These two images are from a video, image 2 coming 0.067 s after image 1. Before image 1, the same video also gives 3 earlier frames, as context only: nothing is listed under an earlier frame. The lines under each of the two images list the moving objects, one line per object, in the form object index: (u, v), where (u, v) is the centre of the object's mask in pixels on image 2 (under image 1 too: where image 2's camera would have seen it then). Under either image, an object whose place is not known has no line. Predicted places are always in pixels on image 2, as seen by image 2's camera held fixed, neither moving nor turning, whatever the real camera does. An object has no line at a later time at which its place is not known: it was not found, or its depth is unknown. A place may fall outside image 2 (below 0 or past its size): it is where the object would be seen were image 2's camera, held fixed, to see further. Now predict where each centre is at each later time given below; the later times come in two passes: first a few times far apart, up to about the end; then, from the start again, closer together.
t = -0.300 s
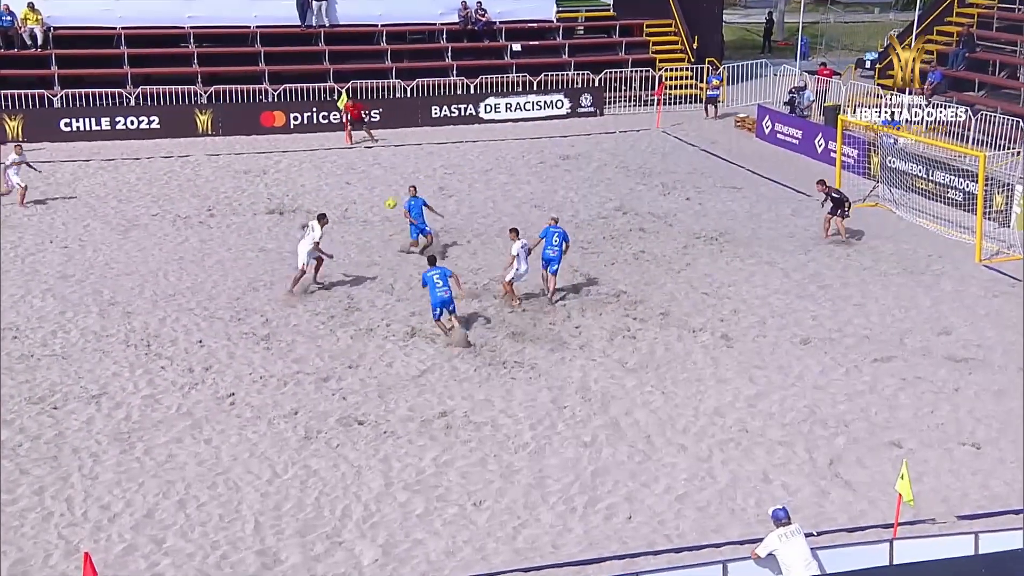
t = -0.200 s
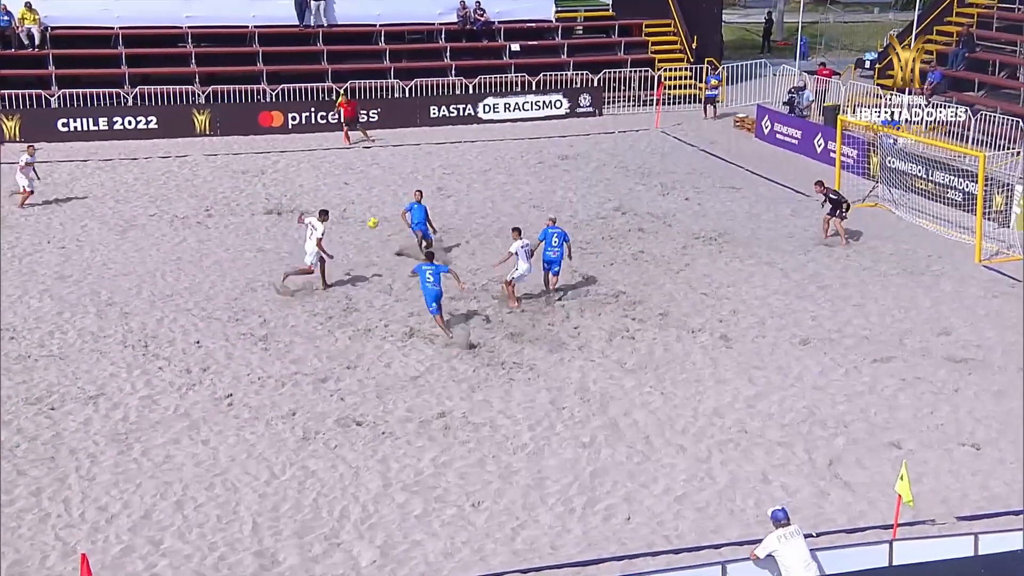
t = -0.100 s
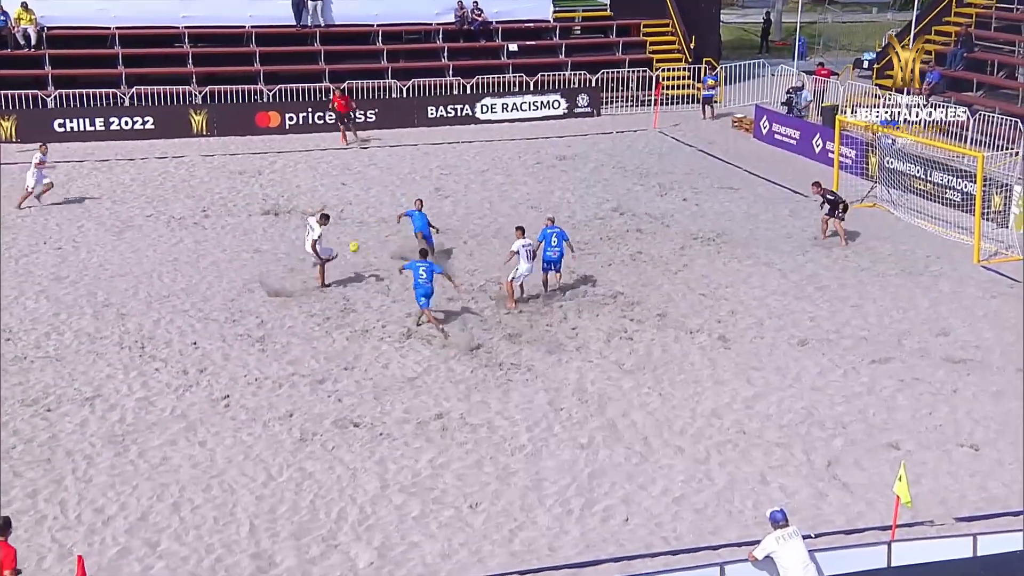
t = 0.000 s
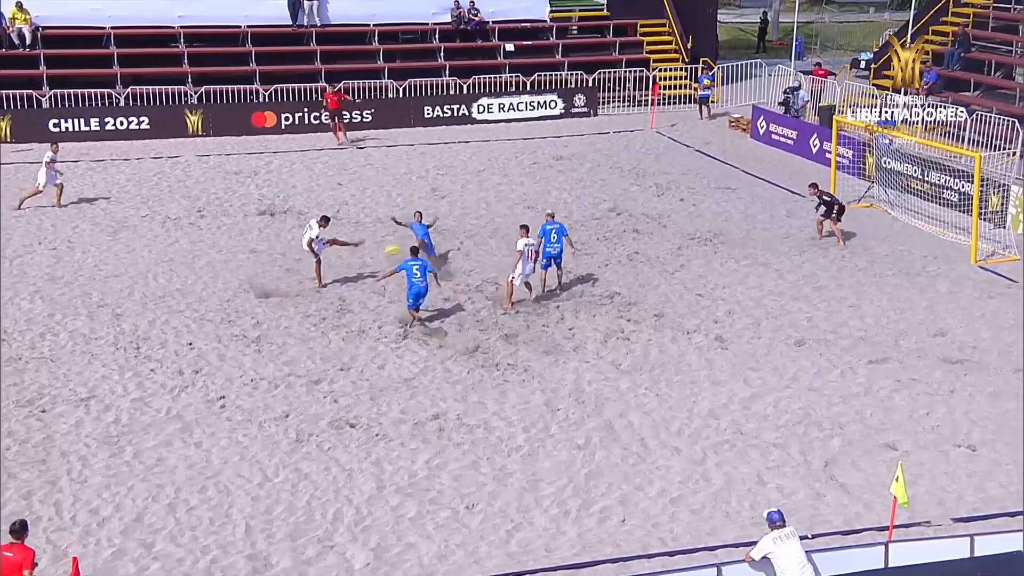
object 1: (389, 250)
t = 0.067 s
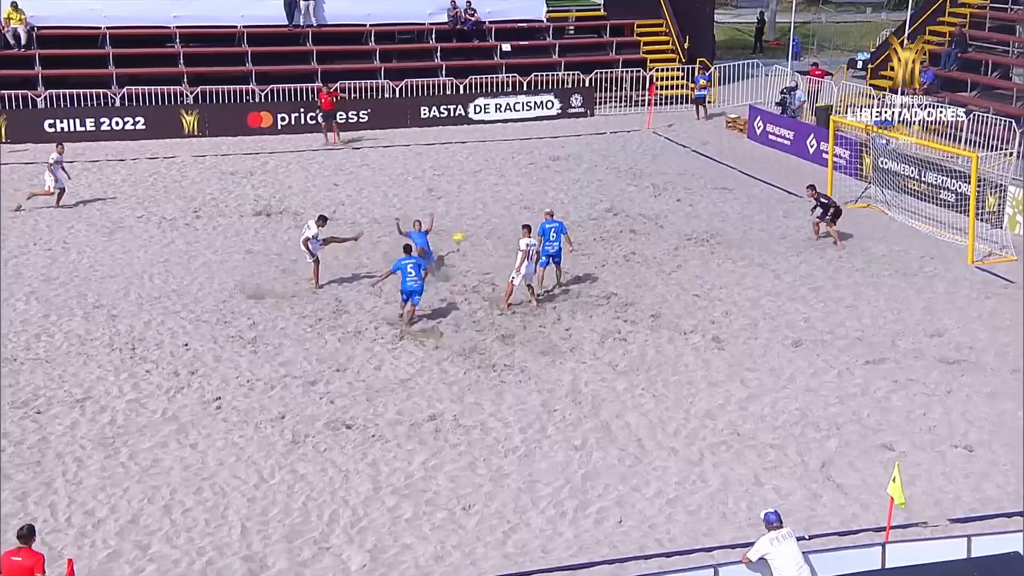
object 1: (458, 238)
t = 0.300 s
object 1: (683, 224)
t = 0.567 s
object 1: (918, 259)
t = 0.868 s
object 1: (1020, 208)
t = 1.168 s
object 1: (1000, 184)
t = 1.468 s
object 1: (964, 200)
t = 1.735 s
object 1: (936, 236)
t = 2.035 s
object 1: (927, 233)
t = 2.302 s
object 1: (926, 232)
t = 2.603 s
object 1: (928, 233)
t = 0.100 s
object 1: (492, 233)
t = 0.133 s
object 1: (522, 229)
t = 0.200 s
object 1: (590, 224)
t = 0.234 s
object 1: (621, 224)
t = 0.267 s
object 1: (651, 224)
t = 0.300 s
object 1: (683, 224)
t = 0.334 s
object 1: (713, 225)
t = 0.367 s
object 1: (743, 228)
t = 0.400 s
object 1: (773, 231)
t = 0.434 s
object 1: (802, 234)
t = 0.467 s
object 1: (832, 241)
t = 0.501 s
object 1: (861, 245)
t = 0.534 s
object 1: (888, 251)
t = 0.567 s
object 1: (918, 259)
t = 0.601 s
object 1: (939, 253)
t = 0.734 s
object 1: (1018, 233)
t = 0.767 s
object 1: (1021, 227)
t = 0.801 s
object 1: (1021, 220)
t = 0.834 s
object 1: (1020, 215)
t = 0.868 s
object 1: (1020, 208)
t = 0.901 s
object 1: (1017, 205)
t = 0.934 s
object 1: (1016, 200)
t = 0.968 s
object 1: (1014, 198)
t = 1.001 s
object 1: (1013, 192)
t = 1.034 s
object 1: (1010, 189)
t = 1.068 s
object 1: (1007, 187)
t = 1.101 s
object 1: (1003, 186)
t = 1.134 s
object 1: (1002, 184)
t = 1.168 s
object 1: (1000, 184)
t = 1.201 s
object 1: (997, 184)
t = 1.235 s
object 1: (993, 184)
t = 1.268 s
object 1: (990, 184)
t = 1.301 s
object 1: (985, 186)
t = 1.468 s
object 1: (964, 200)
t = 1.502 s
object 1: (962, 205)
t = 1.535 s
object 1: (959, 208)
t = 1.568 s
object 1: (954, 213)
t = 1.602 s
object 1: (950, 219)
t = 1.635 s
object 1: (946, 225)
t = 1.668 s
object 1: (943, 232)
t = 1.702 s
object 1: (938, 236)
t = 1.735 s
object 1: (936, 236)
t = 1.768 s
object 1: (935, 235)
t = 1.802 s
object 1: (933, 235)
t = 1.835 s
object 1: (932, 235)
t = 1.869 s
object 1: (930, 234)
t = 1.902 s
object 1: (930, 234)
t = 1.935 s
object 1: (929, 233)
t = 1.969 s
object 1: (929, 233)
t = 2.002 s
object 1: (928, 233)
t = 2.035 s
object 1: (927, 233)
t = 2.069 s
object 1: (927, 233)
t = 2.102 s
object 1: (927, 233)
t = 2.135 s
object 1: (927, 232)
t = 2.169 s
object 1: (927, 233)
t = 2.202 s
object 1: (926, 232)
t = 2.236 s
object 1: (926, 232)
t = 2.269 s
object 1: (926, 232)
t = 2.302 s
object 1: (926, 232)
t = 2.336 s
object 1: (926, 232)
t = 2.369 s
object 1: (926, 232)
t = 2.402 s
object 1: (927, 232)
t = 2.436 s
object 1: (927, 233)
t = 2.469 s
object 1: (927, 232)
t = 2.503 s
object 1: (927, 233)
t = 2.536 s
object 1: (927, 233)
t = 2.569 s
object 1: (927, 233)
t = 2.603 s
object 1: (928, 233)
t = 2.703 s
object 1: (929, 233)
